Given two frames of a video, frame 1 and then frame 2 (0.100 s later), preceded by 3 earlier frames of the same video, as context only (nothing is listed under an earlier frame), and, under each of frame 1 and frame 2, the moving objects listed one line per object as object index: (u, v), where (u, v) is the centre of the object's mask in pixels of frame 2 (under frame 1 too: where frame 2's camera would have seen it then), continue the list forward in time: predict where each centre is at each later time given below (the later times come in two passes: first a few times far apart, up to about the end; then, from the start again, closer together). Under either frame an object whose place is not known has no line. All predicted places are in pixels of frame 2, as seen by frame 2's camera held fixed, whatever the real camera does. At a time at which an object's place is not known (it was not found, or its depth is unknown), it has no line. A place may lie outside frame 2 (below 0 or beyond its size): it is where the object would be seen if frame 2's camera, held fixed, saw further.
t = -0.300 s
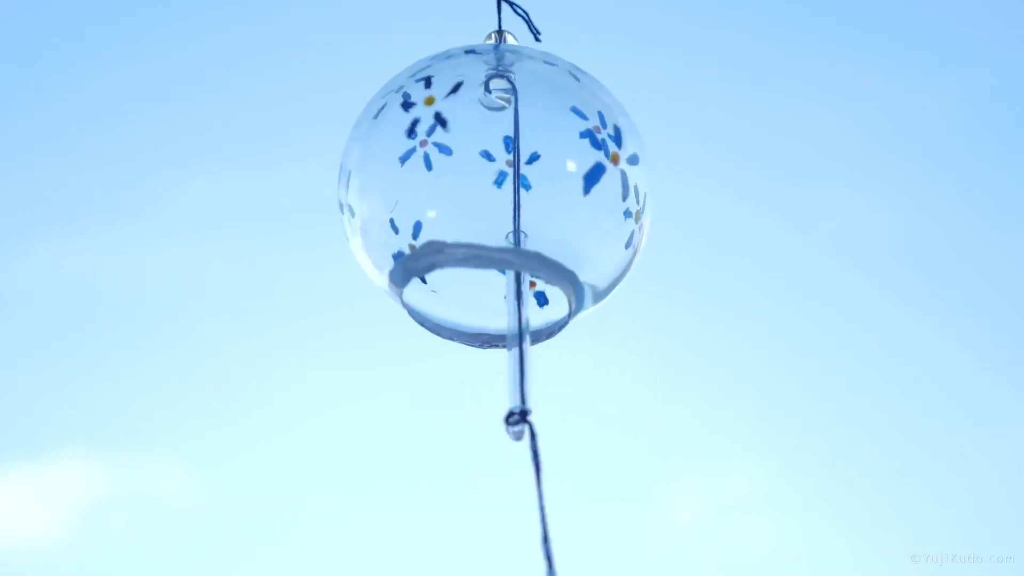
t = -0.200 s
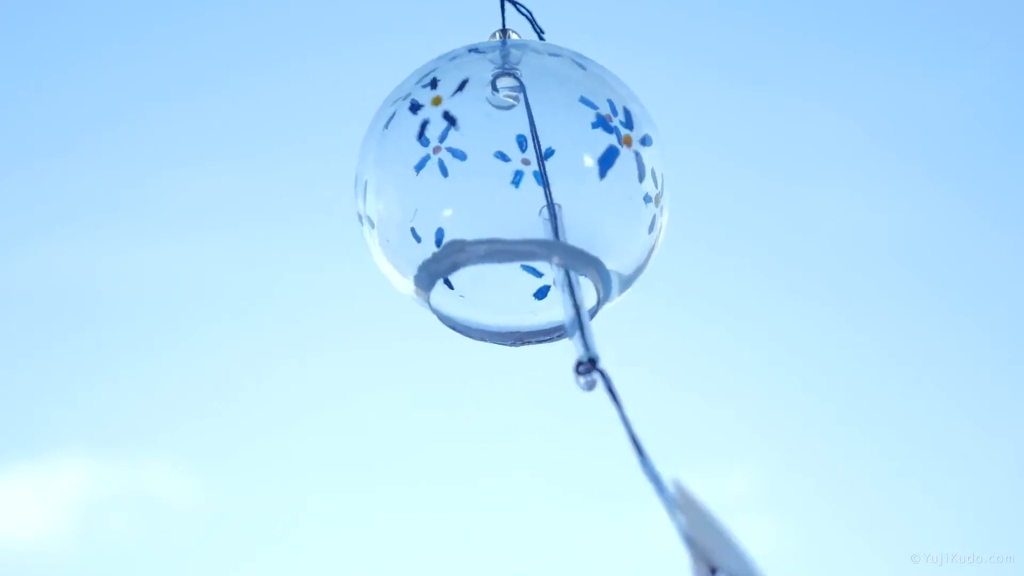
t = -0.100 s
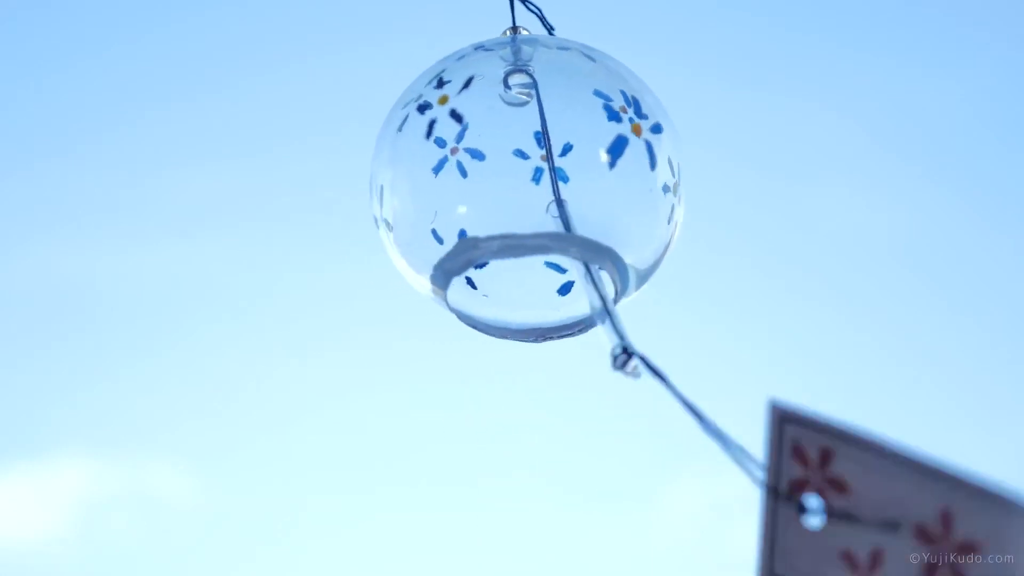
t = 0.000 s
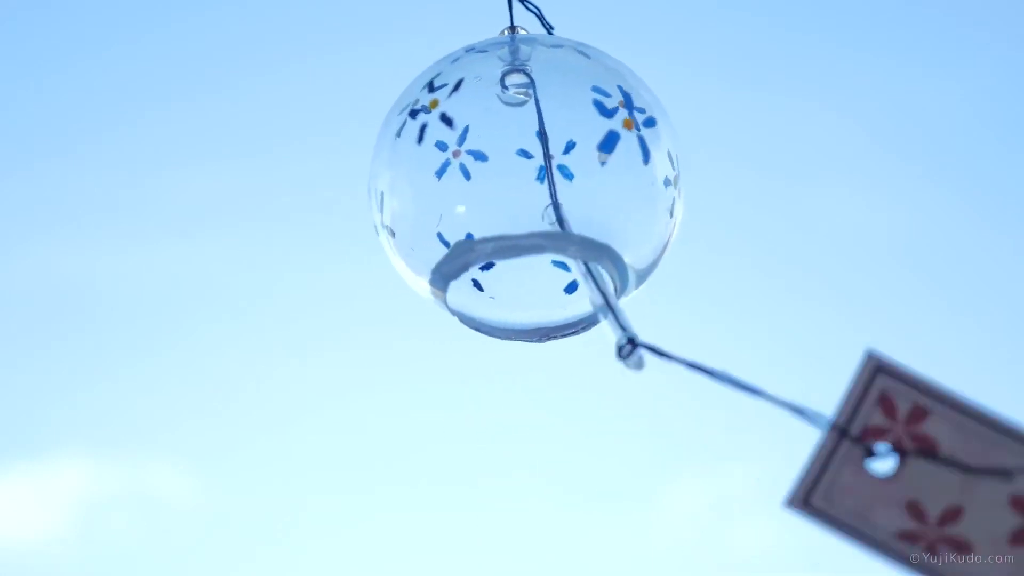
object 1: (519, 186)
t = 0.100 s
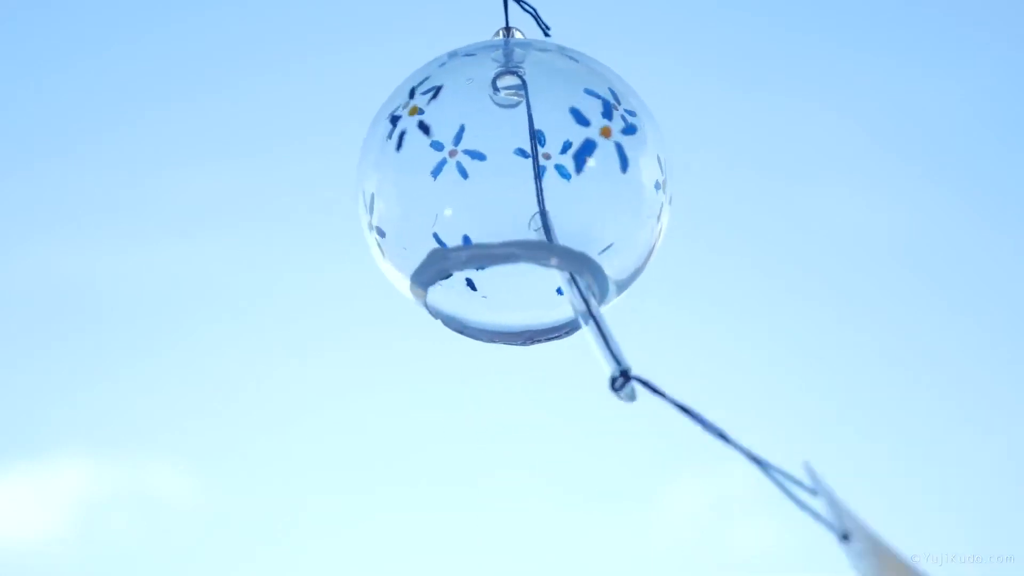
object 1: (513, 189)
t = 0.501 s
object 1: (515, 189)
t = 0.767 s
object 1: (511, 190)
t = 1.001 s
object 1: (509, 188)
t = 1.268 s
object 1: (517, 191)
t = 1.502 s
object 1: (507, 191)
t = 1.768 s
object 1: (513, 188)
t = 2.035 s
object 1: (510, 190)
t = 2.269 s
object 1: (508, 185)
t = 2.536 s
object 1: (507, 193)
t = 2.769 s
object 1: (515, 184)
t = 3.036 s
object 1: (511, 195)
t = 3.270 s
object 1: (506, 187)
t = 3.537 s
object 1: (518, 187)
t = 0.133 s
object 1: (511, 190)
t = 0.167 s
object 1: (508, 191)
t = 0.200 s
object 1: (506, 192)
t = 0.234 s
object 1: (504, 192)
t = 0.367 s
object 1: (507, 193)
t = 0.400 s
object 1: (509, 191)
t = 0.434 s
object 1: (511, 190)
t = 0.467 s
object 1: (513, 190)
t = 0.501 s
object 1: (515, 189)
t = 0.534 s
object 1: (516, 189)
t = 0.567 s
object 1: (517, 189)
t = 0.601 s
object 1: (517, 189)
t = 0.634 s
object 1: (517, 189)
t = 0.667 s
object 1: (516, 189)
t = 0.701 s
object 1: (514, 189)
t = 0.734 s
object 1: (512, 190)
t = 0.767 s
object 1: (511, 190)
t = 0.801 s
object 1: (509, 190)
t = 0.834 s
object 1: (508, 190)
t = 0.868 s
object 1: (507, 190)
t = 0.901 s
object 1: (507, 189)
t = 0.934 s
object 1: (507, 188)
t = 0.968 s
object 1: (507, 188)
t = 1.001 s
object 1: (509, 188)
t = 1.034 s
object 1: (510, 187)
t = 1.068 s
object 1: (512, 187)
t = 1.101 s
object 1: (514, 188)
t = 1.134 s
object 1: (516, 188)
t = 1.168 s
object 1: (517, 189)
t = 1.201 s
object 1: (518, 189)
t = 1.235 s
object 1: (518, 190)
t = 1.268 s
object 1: (517, 191)
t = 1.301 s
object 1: (516, 192)
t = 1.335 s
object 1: (514, 193)
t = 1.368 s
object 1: (513, 193)
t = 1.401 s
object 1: (510, 193)
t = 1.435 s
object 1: (509, 193)
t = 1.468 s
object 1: (508, 192)
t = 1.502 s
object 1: (507, 191)
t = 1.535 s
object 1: (507, 190)
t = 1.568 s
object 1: (507, 189)
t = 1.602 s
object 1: (508, 188)
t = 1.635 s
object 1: (509, 188)
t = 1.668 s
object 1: (510, 187)
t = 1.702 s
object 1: (511, 187)
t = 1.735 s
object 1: (512, 188)
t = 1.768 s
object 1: (513, 188)
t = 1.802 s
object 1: (514, 189)
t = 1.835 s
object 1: (514, 190)
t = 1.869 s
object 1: (514, 191)
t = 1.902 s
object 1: (513, 192)
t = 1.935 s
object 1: (513, 193)
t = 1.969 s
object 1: (512, 192)
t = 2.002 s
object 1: (511, 192)
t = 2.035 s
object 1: (510, 190)
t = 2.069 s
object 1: (509, 189)
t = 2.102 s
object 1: (509, 188)
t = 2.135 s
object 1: (509, 187)
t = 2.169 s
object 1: (508, 186)
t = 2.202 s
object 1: (508, 185)
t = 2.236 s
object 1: (508, 184)
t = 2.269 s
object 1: (508, 185)
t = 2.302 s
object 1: (508, 184)
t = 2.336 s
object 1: (508, 185)
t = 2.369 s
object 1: (508, 187)
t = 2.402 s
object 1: (508, 189)
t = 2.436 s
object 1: (507, 189)
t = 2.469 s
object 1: (507, 191)
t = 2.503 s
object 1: (507, 192)
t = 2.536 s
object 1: (507, 193)
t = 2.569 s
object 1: (508, 193)
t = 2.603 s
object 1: (509, 192)
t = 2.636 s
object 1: (509, 190)
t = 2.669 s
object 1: (510, 189)
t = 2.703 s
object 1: (512, 187)
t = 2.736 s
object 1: (515, 185)
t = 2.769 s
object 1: (515, 184)
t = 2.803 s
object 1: (516, 184)
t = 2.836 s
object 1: (516, 184)
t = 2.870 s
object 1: (516, 187)
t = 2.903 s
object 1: (516, 189)
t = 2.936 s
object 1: (515, 191)
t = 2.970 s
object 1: (514, 192)
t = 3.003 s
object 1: (512, 194)
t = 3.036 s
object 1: (511, 195)
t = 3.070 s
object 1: (509, 195)
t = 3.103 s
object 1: (508, 194)
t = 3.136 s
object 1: (505, 193)
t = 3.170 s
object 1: (505, 192)
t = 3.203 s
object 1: (504, 191)
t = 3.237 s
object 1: (505, 189)
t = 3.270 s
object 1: (506, 187)
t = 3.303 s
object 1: (507, 184)
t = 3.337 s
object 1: (511, 183)
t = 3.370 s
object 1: (513, 181)
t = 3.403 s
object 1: (515, 181)
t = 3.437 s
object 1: (518, 182)
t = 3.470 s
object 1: (519, 183)
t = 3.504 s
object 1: (519, 185)
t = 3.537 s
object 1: (518, 187)
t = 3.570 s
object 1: (517, 191)
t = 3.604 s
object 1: (516, 193)
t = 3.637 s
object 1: (515, 193)
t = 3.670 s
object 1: (512, 194)
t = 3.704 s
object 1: (510, 194)
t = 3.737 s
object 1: (508, 195)
